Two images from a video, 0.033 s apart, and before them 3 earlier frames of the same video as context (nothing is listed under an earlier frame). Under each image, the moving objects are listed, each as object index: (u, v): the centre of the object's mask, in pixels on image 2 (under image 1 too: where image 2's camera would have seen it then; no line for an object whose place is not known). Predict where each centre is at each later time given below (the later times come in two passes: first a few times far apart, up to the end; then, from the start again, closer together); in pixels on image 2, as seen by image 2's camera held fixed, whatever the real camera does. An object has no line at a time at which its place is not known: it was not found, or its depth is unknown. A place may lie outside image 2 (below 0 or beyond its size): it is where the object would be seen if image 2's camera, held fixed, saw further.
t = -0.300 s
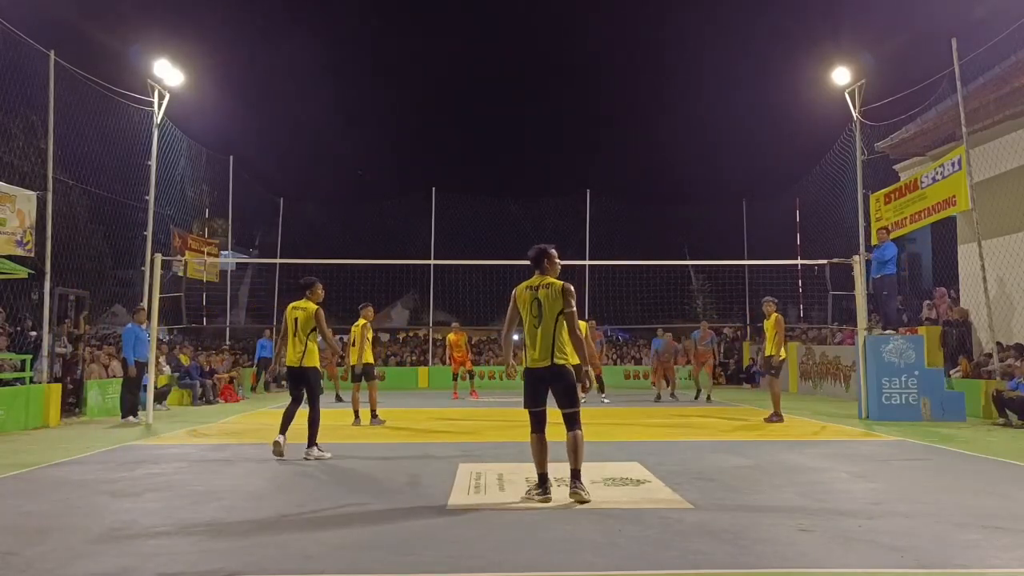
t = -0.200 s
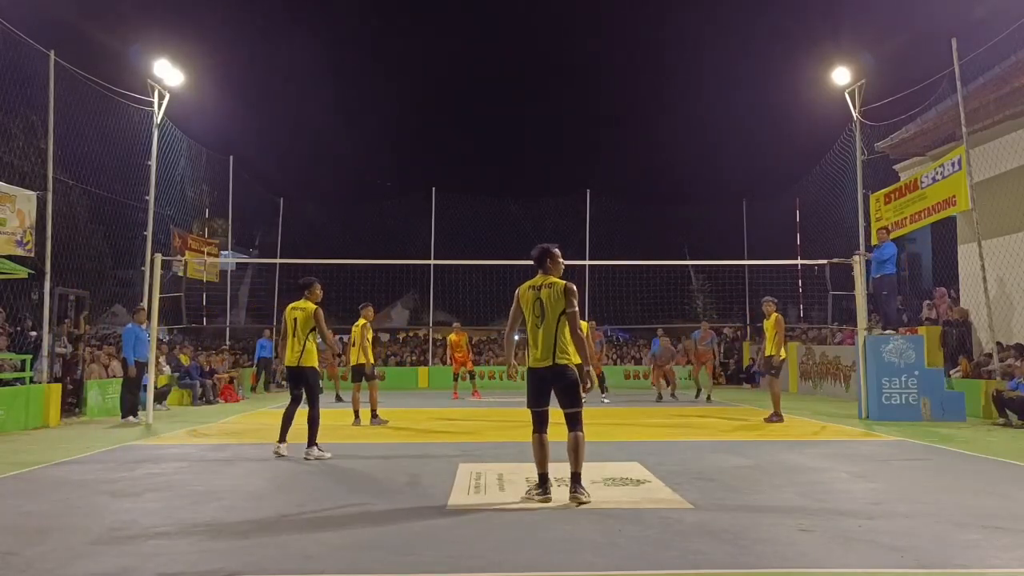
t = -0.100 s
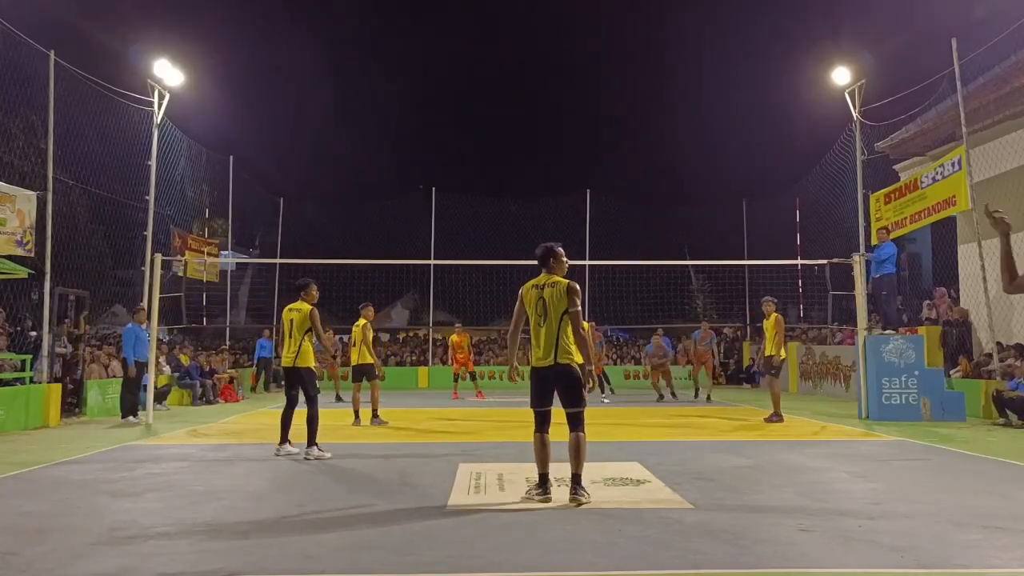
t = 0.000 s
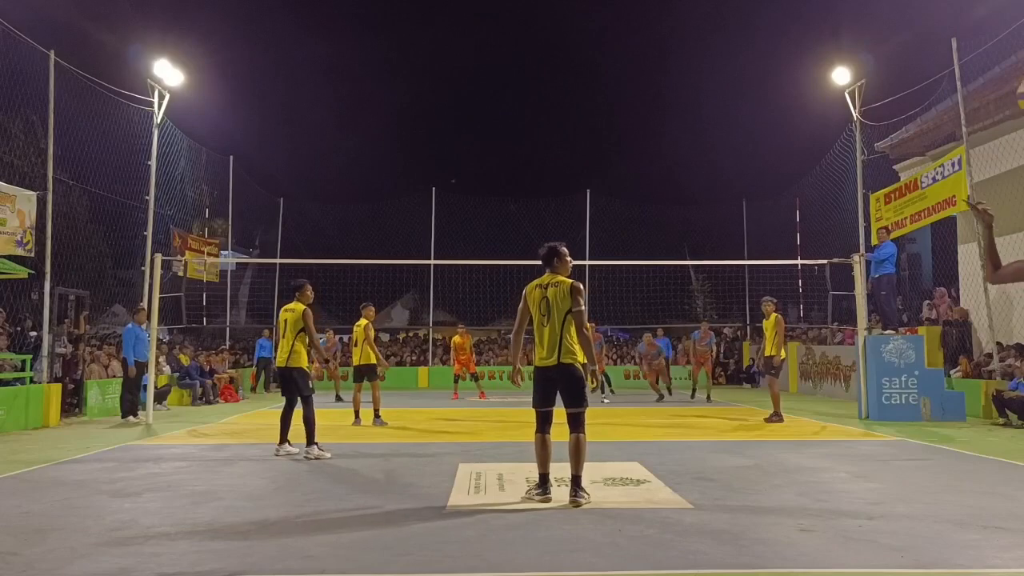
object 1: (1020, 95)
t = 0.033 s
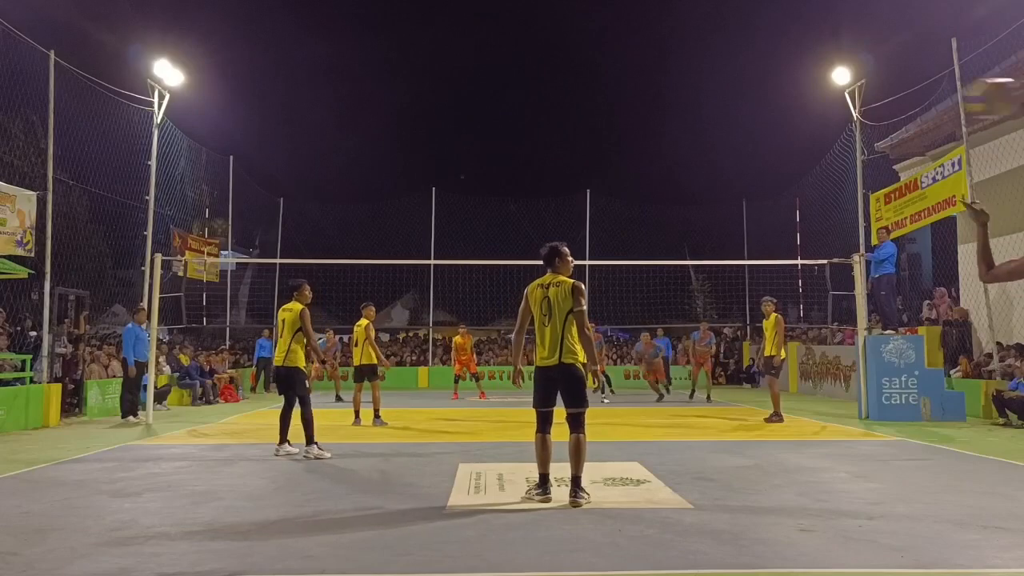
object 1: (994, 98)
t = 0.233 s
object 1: (687, 124)
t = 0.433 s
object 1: (571, 164)
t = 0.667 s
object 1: (503, 220)
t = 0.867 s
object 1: (471, 271)
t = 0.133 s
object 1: (798, 109)
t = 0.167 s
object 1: (755, 113)
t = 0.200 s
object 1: (718, 118)
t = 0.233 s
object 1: (687, 124)
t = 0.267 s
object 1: (661, 130)
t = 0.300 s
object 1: (639, 137)
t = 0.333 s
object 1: (619, 143)
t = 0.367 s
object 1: (601, 150)
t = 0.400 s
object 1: (585, 157)
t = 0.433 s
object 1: (571, 164)
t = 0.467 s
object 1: (558, 172)
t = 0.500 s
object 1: (547, 179)
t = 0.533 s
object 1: (536, 187)
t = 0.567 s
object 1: (527, 195)
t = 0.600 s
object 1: (518, 204)
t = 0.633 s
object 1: (510, 212)
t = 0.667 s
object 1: (503, 220)
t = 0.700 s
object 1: (497, 229)
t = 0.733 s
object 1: (491, 237)
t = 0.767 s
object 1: (485, 246)
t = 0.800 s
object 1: (480, 254)
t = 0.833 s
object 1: (475, 262)
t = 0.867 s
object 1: (471, 271)
